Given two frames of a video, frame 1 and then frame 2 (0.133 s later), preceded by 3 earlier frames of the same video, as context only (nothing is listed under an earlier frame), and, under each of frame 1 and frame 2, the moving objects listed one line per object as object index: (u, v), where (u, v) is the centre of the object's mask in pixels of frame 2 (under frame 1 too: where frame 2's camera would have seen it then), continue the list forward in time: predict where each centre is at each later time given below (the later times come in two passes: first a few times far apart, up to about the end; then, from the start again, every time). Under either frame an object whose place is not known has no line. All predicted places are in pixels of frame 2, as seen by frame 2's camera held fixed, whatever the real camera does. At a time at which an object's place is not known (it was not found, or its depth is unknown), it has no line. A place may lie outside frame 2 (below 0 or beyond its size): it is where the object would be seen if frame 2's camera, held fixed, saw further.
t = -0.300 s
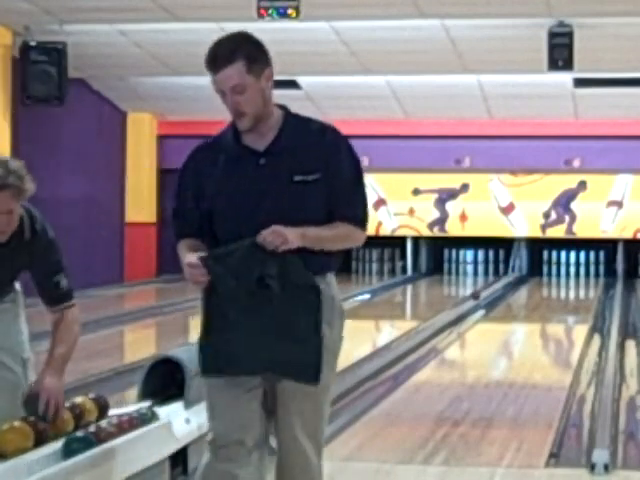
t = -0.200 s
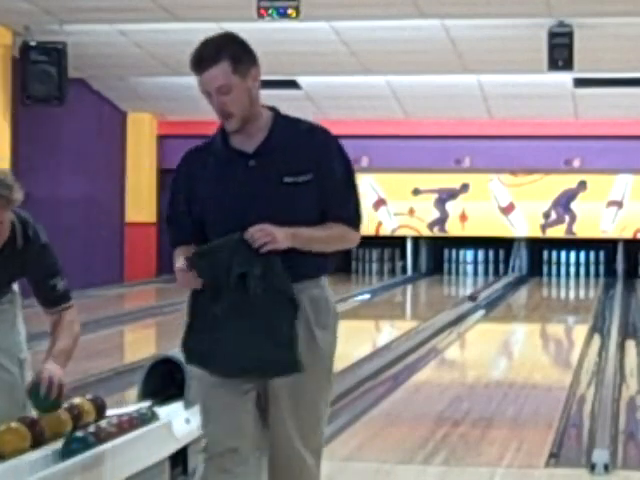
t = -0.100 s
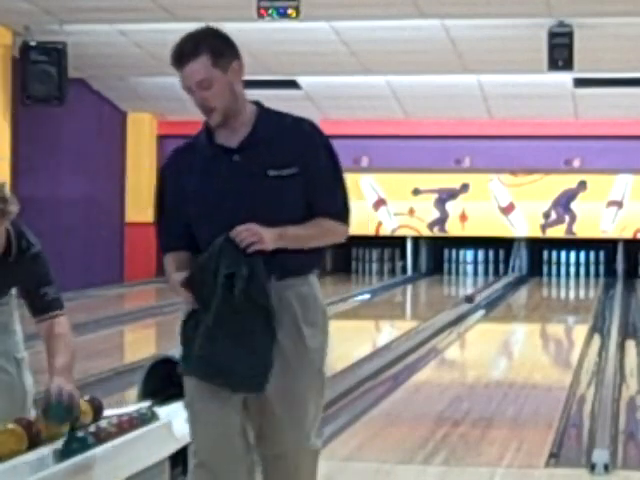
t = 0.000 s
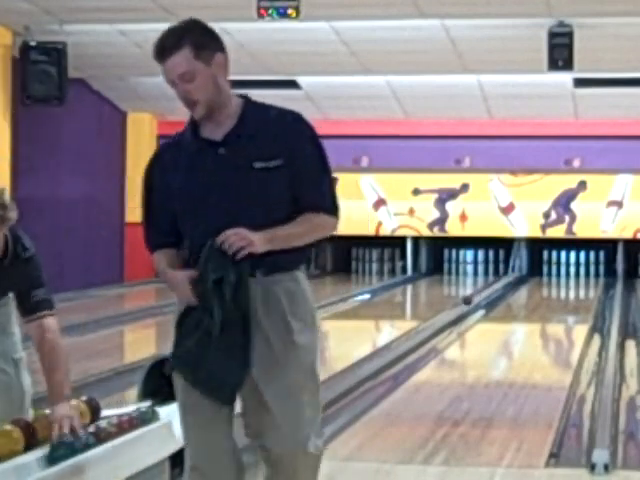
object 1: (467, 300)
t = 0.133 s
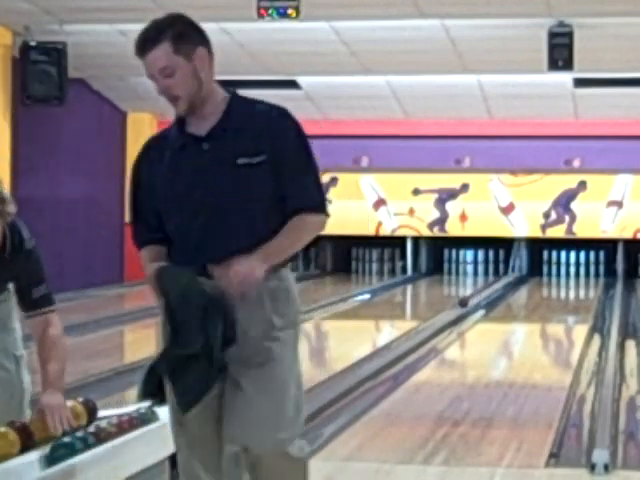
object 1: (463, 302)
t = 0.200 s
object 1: (461, 304)
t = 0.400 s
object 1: (454, 307)
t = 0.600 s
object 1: (447, 311)
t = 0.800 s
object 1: (439, 316)
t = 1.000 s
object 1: (432, 321)
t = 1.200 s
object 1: (423, 326)
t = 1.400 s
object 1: (414, 332)
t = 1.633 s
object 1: (402, 340)
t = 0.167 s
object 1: (462, 303)
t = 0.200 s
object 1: (461, 304)
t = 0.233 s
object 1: (460, 305)
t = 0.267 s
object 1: (459, 305)
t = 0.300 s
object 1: (458, 305)
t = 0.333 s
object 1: (457, 306)
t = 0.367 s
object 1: (456, 307)
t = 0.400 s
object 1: (454, 307)
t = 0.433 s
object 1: (454, 308)
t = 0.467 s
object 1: (452, 309)
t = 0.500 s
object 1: (450, 309)
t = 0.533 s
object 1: (449, 310)
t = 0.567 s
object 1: (448, 311)
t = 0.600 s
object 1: (447, 311)
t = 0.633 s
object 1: (445, 313)
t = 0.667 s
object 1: (444, 313)
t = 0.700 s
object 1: (443, 313)
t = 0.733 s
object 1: (442, 314)
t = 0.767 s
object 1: (441, 315)
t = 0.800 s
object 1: (439, 316)
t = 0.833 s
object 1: (438, 317)
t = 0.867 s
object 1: (437, 317)
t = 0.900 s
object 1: (436, 318)
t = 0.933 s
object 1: (434, 319)
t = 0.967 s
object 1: (433, 320)
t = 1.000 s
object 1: (432, 321)
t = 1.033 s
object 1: (430, 322)
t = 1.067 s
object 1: (429, 323)
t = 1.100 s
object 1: (427, 324)
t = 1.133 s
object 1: (426, 324)
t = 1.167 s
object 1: (425, 325)
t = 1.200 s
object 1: (423, 326)
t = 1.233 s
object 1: (422, 327)
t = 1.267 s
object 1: (420, 328)
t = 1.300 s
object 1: (418, 330)
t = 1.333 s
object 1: (417, 330)
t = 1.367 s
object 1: (415, 332)
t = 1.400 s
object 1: (414, 332)
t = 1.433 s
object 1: (412, 334)
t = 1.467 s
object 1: (411, 335)
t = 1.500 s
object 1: (409, 335)
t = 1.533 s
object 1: (407, 337)
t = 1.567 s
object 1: (406, 338)
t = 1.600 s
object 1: (404, 339)
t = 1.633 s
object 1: (402, 340)
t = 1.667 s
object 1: (400, 341)
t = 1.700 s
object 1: (398, 343)
